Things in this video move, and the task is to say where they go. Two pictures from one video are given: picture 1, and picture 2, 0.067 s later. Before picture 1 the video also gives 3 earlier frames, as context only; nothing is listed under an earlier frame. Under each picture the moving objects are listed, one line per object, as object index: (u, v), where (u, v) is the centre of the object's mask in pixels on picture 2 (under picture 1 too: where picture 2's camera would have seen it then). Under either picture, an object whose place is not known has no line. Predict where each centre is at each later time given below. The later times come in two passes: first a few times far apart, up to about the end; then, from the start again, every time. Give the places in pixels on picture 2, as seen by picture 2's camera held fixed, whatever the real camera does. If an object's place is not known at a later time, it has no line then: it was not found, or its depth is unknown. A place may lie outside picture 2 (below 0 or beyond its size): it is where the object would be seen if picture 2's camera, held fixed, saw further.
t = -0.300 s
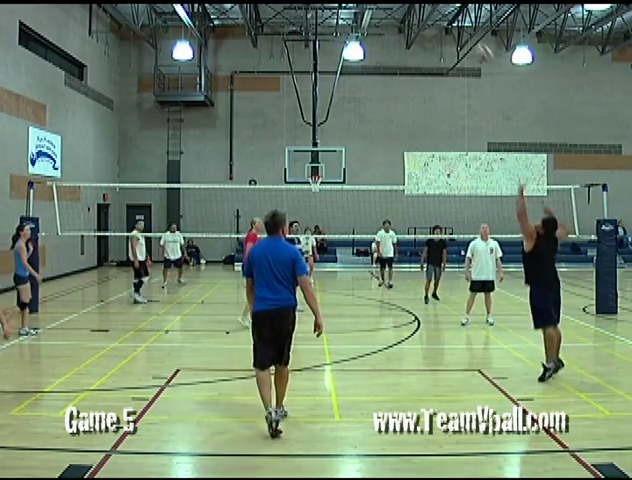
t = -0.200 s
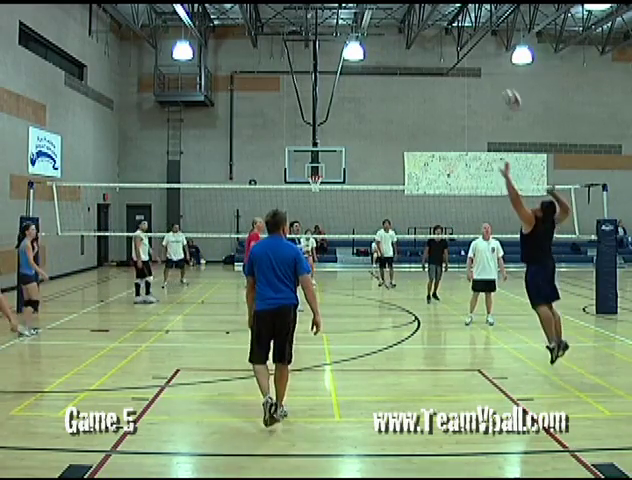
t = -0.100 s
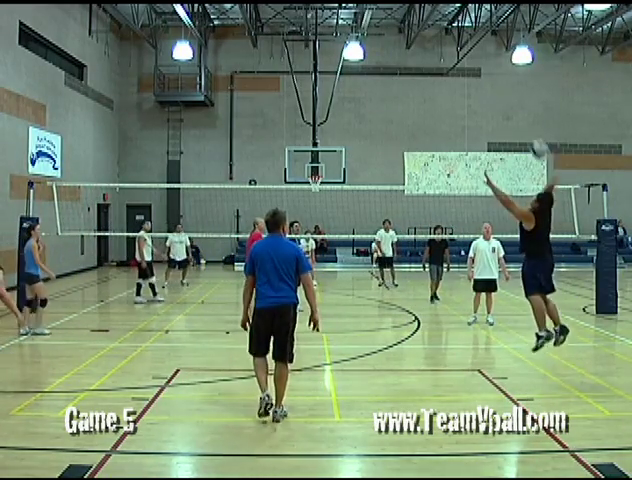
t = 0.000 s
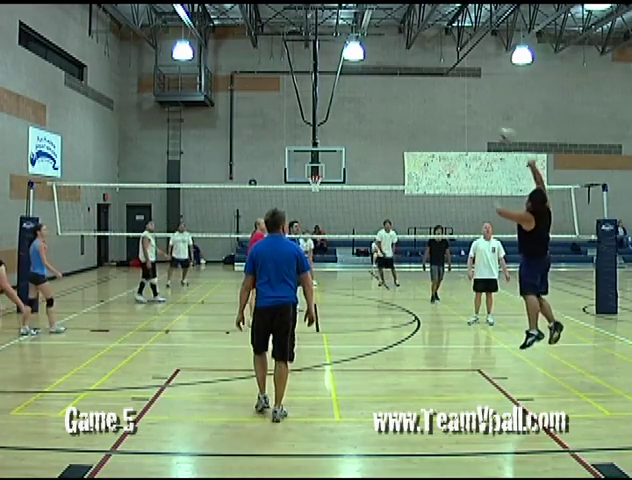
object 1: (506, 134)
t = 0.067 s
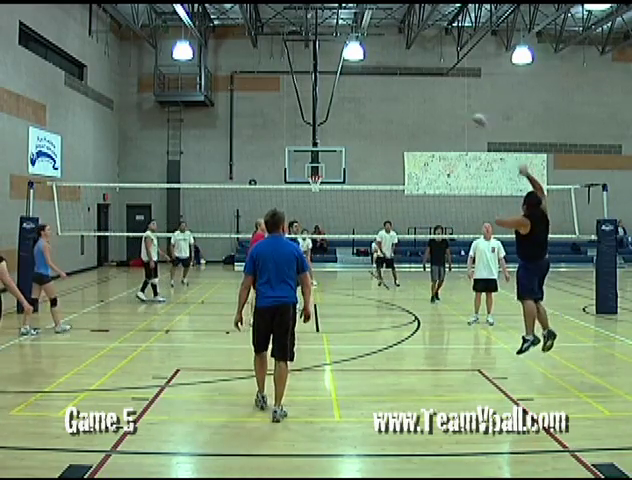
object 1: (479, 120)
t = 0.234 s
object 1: (428, 106)
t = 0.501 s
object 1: (375, 124)
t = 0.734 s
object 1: (345, 162)
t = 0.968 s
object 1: (325, 215)
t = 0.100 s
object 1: (467, 115)
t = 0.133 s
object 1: (456, 111)
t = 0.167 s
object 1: (445, 108)
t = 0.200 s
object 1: (436, 107)
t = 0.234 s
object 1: (428, 106)
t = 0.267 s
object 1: (419, 106)
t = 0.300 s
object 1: (412, 106)
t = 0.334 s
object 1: (404, 108)
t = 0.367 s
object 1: (397, 110)
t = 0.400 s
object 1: (391, 112)
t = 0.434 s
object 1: (385, 115)
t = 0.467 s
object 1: (379, 119)
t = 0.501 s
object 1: (375, 124)
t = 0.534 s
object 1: (369, 129)
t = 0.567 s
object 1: (365, 134)
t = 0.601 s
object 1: (361, 139)
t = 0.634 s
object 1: (356, 145)
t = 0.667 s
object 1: (352, 150)
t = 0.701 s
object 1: (348, 156)
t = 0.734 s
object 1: (345, 162)
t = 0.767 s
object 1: (341, 171)
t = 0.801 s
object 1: (338, 177)
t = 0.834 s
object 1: (335, 182)
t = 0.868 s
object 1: (333, 193)
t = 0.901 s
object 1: (329, 199)
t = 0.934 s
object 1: (327, 208)
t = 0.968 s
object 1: (325, 215)
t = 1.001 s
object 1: (323, 224)
